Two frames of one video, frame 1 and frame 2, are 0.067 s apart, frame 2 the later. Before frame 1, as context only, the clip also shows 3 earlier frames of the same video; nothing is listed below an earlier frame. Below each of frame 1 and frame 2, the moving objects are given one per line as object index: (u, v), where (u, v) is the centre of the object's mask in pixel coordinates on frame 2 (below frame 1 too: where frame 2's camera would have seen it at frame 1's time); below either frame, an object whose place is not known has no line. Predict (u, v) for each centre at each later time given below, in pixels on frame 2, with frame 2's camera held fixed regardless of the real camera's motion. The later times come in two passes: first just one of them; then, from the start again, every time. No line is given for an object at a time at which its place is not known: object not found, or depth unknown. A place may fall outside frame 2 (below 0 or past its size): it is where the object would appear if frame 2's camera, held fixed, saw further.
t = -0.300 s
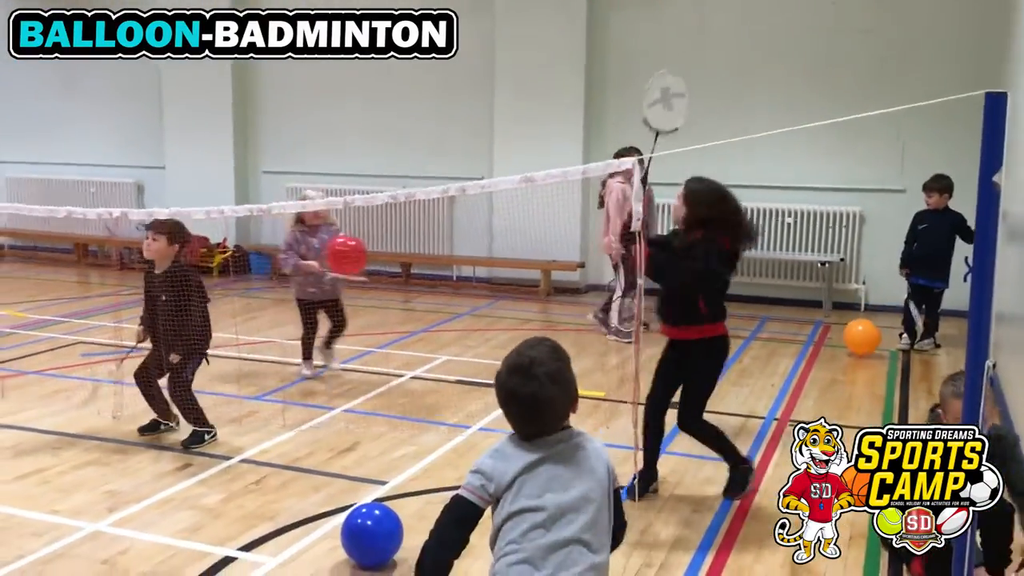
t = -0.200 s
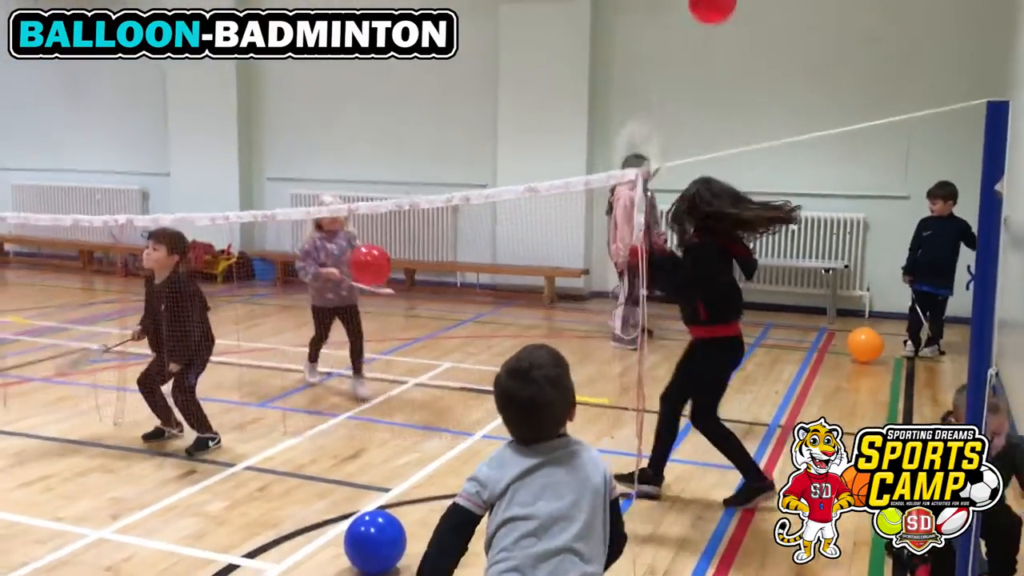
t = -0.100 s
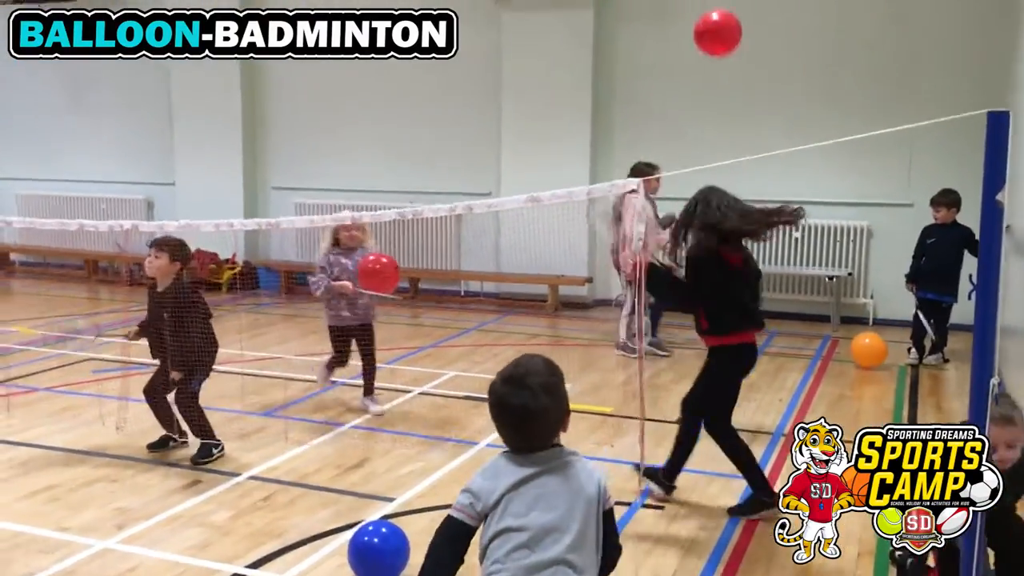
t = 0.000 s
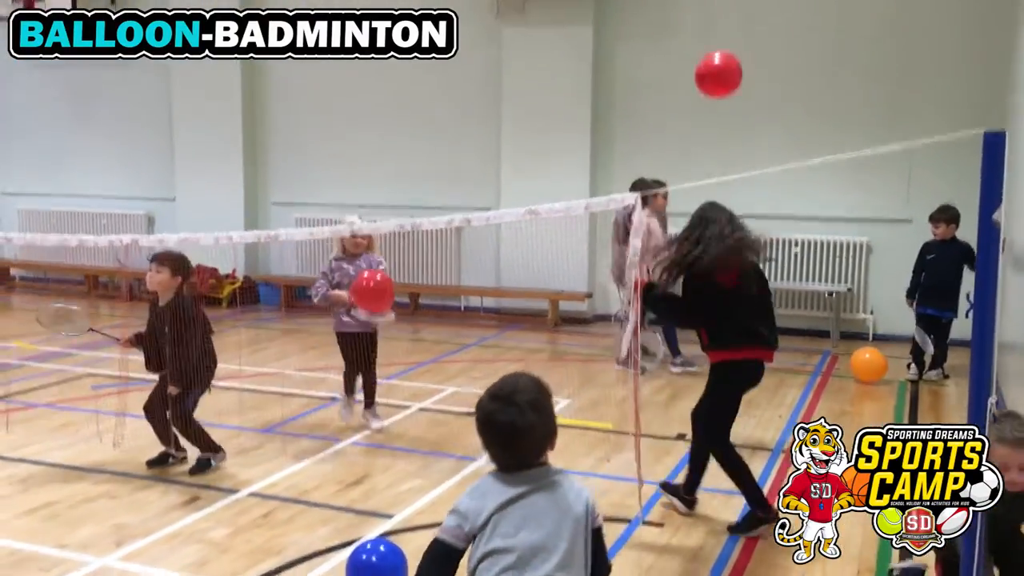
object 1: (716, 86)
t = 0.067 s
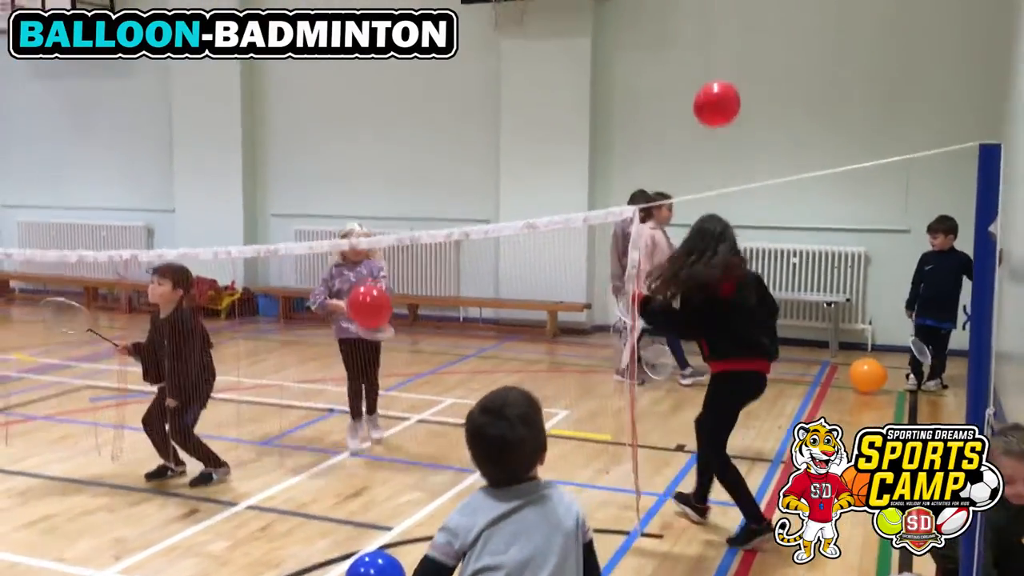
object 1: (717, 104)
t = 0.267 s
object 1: (717, 157)
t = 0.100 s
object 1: (717, 112)
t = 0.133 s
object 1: (717, 121)
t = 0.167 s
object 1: (717, 130)
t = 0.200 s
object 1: (717, 138)
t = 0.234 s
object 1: (717, 148)
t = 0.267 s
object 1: (717, 157)
